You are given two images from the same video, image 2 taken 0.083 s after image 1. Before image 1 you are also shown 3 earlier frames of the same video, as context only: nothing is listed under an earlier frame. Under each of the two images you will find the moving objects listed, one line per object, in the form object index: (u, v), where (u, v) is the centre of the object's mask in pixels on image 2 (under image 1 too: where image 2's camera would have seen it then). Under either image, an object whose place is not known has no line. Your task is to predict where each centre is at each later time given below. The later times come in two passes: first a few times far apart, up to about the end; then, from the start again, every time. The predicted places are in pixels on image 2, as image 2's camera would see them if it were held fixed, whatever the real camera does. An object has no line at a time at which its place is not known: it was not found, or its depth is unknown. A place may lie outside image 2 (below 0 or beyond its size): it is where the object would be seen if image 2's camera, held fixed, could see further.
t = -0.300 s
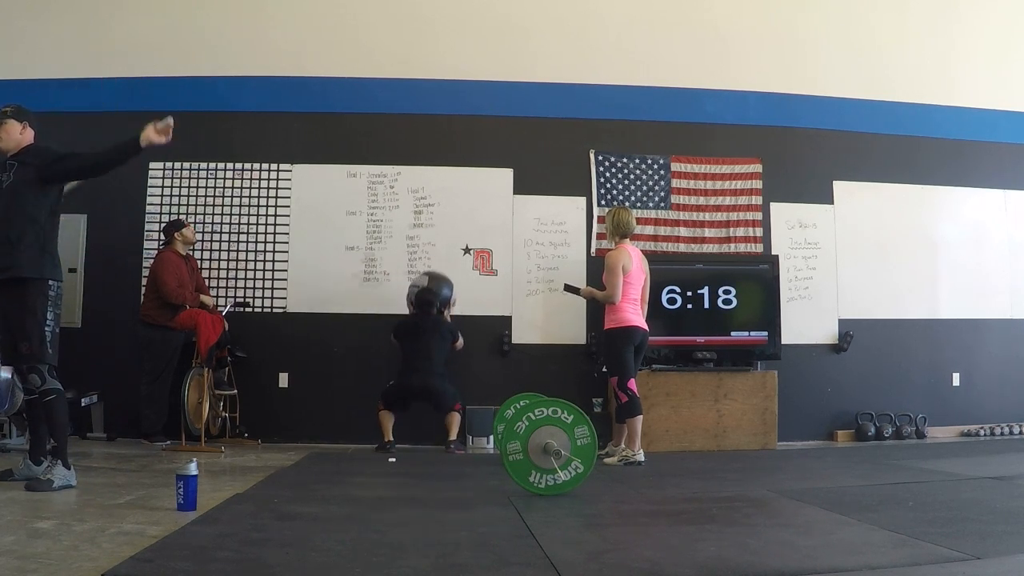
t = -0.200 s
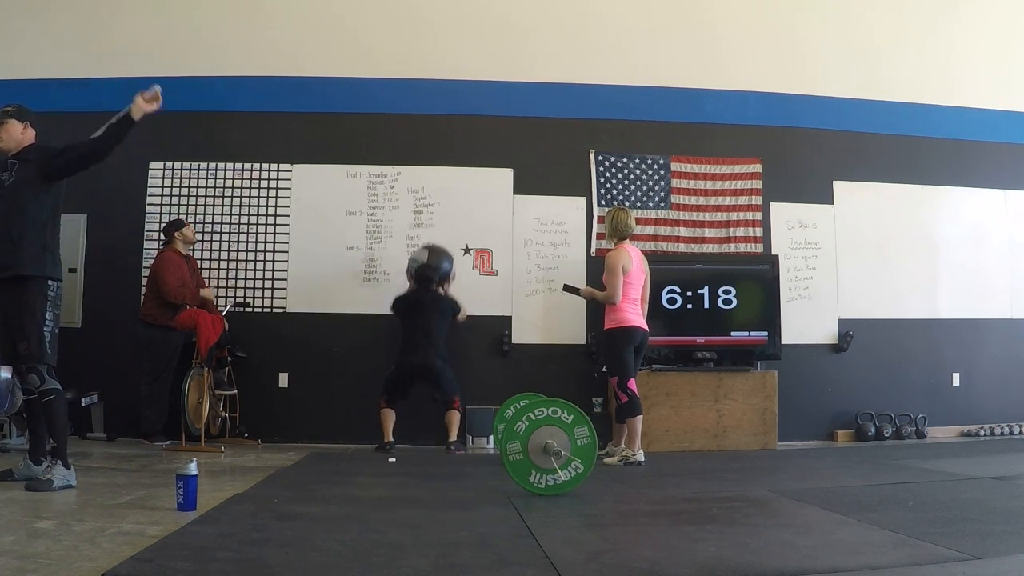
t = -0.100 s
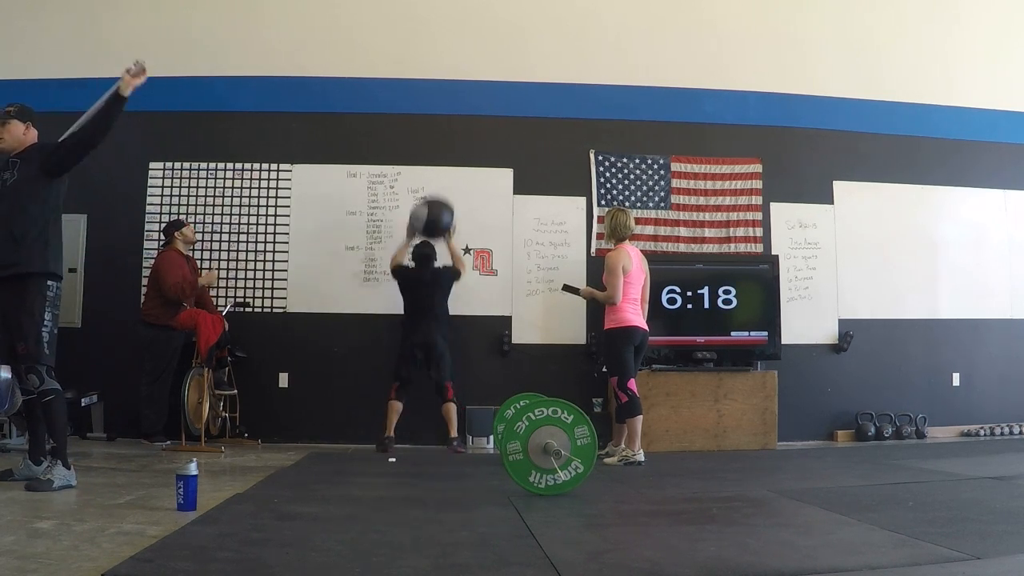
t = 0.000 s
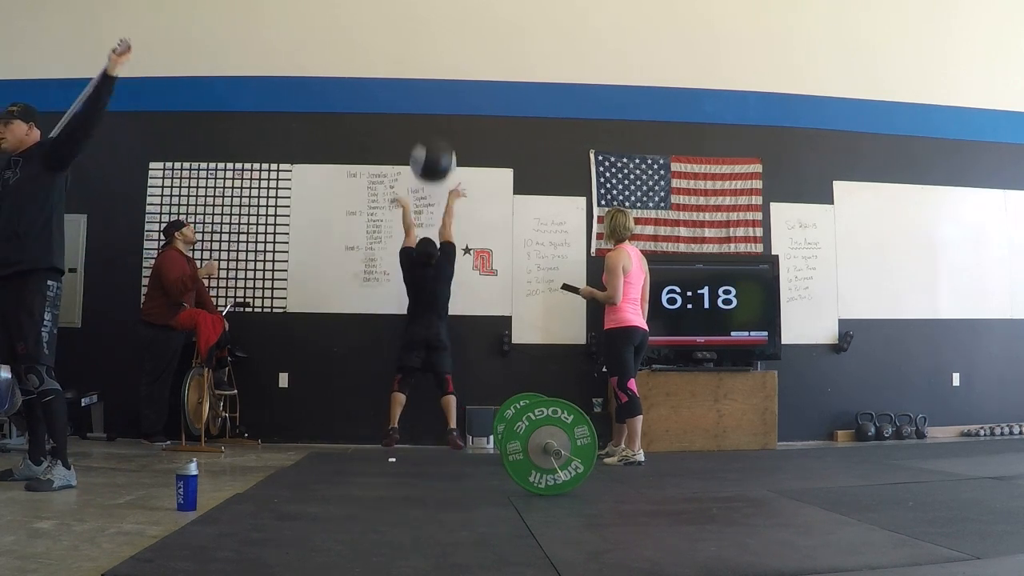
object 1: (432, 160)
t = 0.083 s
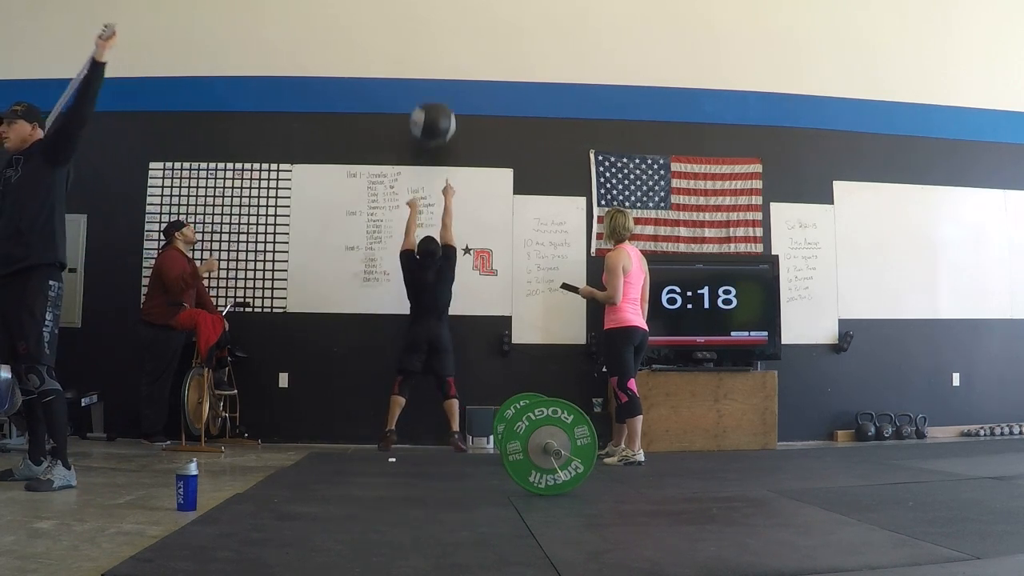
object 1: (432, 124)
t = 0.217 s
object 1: (432, 80)
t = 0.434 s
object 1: (429, 56)
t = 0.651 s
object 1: (426, 78)
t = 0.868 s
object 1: (422, 156)
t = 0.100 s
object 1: (432, 117)
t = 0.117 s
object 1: (433, 110)
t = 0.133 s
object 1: (432, 104)
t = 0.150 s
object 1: (432, 98)
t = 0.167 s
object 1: (432, 94)
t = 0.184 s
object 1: (432, 89)
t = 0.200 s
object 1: (432, 85)
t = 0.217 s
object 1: (432, 80)
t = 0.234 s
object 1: (432, 77)
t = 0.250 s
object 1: (431, 73)
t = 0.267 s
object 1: (431, 70)
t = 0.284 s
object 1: (431, 67)
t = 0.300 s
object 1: (431, 65)
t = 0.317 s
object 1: (431, 63)
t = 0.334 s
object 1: (430, 61)
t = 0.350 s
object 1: (430, 59)
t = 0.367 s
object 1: (430, 58)
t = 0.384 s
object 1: (430, 57)
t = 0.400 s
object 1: (430, 57)
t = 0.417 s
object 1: (429, 57)
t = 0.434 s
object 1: (429, 56)
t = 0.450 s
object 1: (429, 56)
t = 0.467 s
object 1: (429, 56)
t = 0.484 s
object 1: (429, 57)
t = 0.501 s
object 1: (428, 57)
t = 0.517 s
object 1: (428, 58)
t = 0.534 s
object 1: (428, 60)
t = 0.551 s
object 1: (428, 61)
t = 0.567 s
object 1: (428, 63)
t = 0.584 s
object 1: (427, 66)
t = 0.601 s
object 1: (427, 68)
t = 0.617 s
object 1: (427, 71)
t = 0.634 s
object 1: (427, 75)
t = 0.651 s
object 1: (426, 78)
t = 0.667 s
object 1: (426, 82)
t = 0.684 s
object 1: (426, 87)
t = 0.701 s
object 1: (426, 92)
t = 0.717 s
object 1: (425, 96)
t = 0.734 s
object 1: (425, 103)
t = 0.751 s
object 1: (425, 109)
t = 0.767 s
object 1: (424, 114)
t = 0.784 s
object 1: (424, 121)
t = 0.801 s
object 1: (424, 128)
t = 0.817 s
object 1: (423, 136)
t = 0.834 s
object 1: (423, 142)
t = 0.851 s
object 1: (423, 148)
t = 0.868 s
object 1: (422, 156)
